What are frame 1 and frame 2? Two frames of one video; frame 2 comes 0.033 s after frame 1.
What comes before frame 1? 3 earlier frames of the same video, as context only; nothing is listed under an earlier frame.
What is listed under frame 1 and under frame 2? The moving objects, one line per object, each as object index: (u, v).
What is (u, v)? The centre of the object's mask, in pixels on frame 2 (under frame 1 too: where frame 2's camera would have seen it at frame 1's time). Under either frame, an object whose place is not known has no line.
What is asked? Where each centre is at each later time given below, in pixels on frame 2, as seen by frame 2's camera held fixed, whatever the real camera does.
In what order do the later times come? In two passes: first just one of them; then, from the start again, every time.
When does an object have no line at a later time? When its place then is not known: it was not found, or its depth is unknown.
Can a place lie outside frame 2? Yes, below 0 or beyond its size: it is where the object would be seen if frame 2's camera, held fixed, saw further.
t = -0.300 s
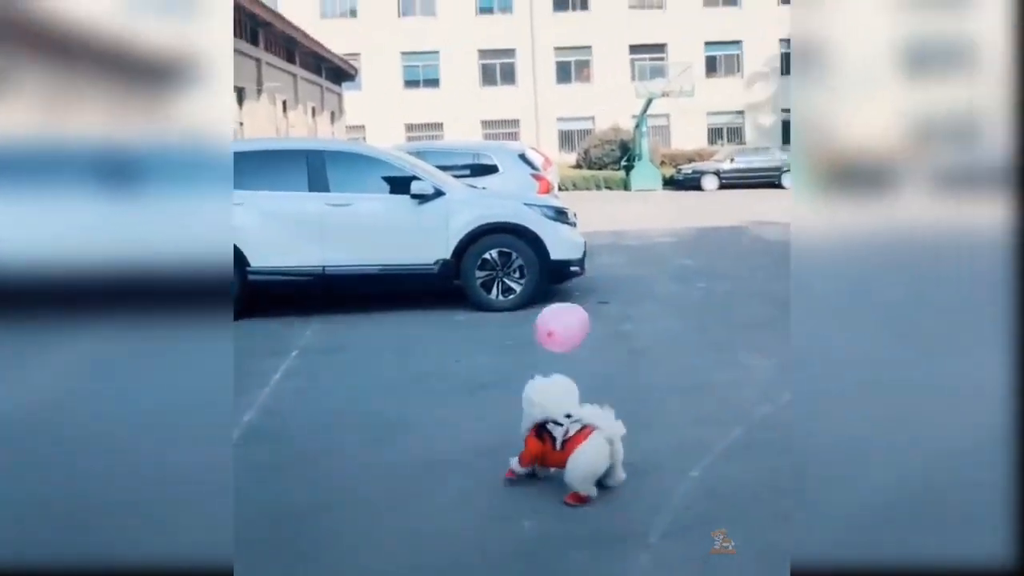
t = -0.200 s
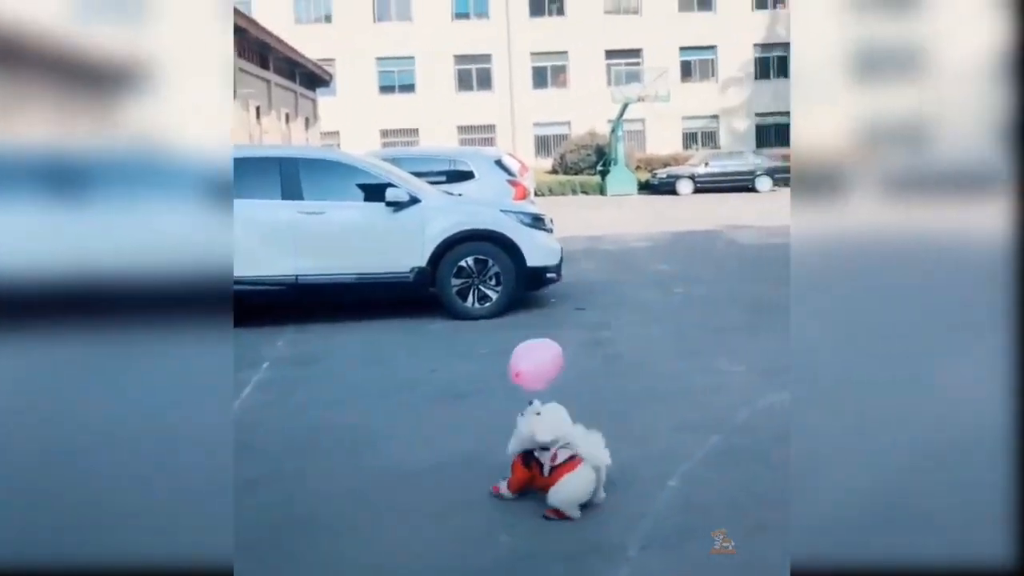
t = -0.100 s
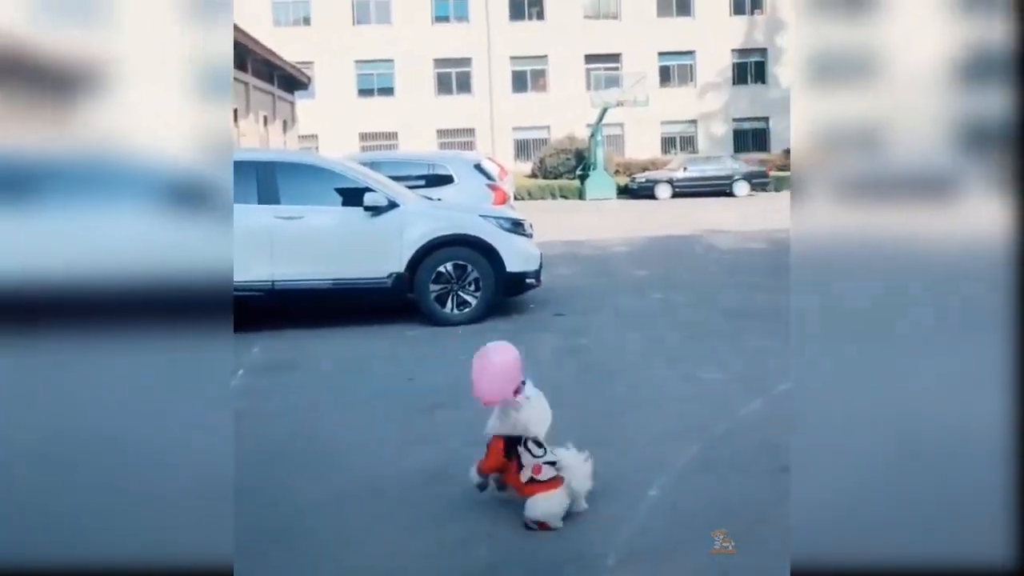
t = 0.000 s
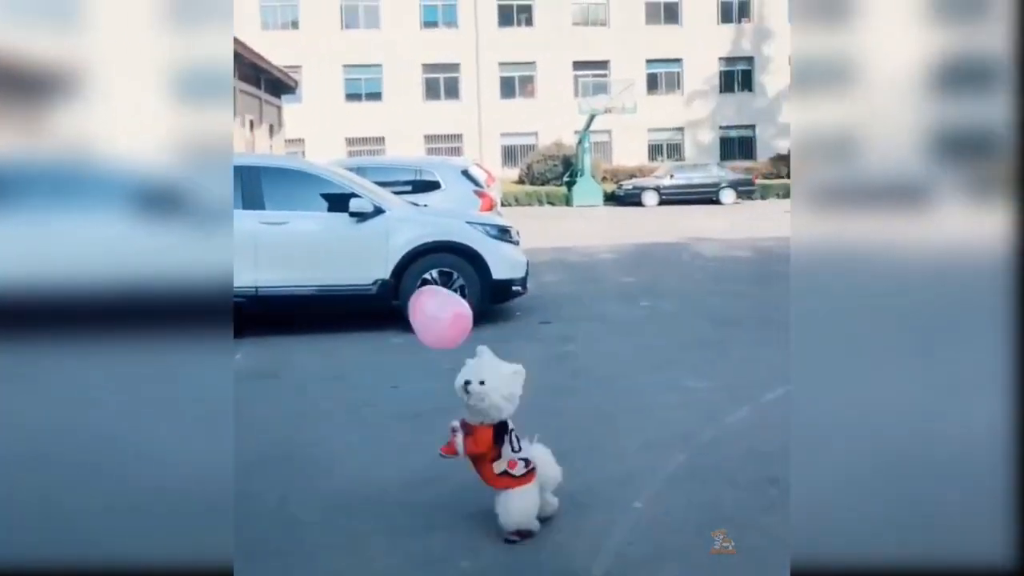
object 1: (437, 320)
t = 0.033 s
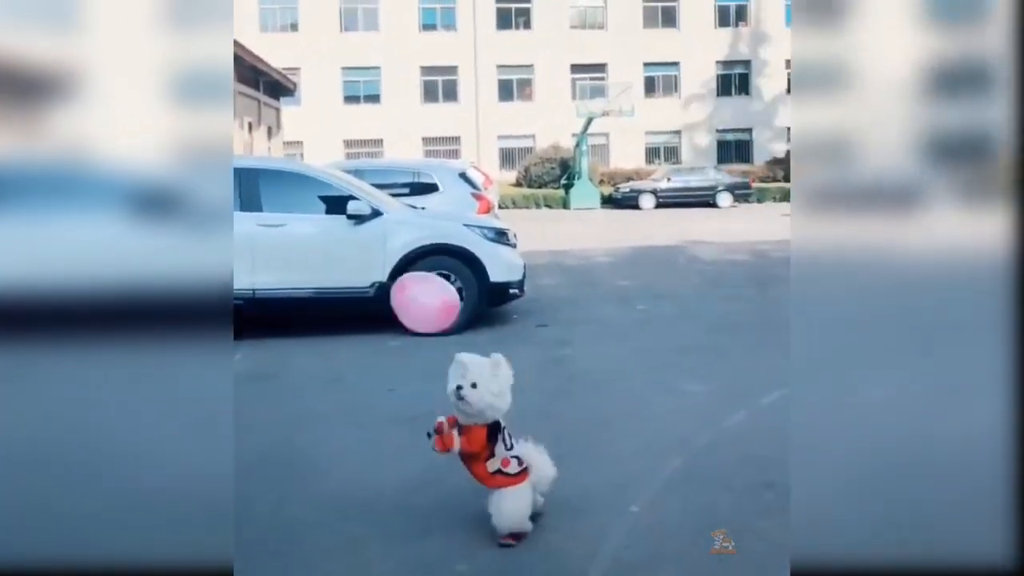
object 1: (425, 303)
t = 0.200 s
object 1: (379, 247)
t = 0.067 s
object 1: (413, 288)
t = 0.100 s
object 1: (403, 276)
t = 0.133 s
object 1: (393, 266)
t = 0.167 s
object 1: (385, 256)
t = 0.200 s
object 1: (379, 247)
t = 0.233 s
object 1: (372, 237)
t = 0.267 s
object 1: (367, 229)
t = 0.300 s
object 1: (363, 222)
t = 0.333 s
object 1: (359, 216)
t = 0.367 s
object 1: (354, 211)
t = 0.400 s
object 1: (350, 208)
